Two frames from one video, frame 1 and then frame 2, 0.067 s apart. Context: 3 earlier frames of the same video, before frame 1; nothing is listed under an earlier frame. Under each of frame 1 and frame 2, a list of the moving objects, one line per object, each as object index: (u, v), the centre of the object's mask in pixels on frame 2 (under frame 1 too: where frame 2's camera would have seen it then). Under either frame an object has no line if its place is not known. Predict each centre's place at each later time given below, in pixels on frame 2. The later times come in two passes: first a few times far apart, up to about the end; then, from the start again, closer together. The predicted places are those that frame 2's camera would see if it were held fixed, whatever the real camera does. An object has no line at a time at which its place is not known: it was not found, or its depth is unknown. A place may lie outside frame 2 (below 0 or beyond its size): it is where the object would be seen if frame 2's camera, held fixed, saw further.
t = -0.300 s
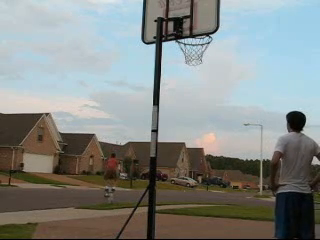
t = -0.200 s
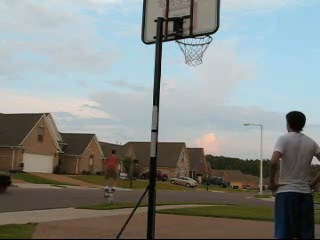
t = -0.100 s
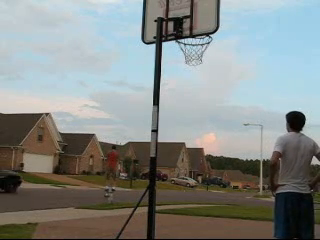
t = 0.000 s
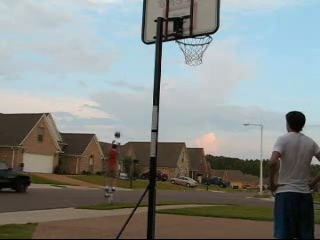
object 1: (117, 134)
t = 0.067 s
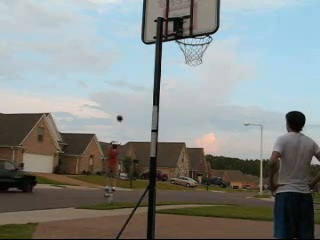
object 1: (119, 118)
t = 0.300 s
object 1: (127, 66)
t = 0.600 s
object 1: (136, 12)
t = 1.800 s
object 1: (175, 44)
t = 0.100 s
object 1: (120, 110)
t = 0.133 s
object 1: (121, 102)
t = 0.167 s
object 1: (123, 95)
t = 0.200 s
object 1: (123, 87)
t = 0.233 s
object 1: (124, 80)
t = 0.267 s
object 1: (126, 73)
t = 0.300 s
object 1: (127, 66)
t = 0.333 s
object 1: (128, 59)
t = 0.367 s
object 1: (129, 52)
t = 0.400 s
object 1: (130, 46)
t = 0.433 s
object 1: (131, 40)
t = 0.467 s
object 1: (132, 34)
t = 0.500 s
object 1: (133, 28)
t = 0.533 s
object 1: (134, 23)
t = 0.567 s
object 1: (135, 18)
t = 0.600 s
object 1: (136, 12)
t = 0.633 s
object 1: (137, 7)
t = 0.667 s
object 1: (138, 3)
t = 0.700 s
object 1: (139, 1)
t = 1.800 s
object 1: (175, 44)
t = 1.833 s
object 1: (177, 53)
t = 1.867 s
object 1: (179, 65)
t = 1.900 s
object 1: (180, 78)
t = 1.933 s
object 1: (182, 92)
